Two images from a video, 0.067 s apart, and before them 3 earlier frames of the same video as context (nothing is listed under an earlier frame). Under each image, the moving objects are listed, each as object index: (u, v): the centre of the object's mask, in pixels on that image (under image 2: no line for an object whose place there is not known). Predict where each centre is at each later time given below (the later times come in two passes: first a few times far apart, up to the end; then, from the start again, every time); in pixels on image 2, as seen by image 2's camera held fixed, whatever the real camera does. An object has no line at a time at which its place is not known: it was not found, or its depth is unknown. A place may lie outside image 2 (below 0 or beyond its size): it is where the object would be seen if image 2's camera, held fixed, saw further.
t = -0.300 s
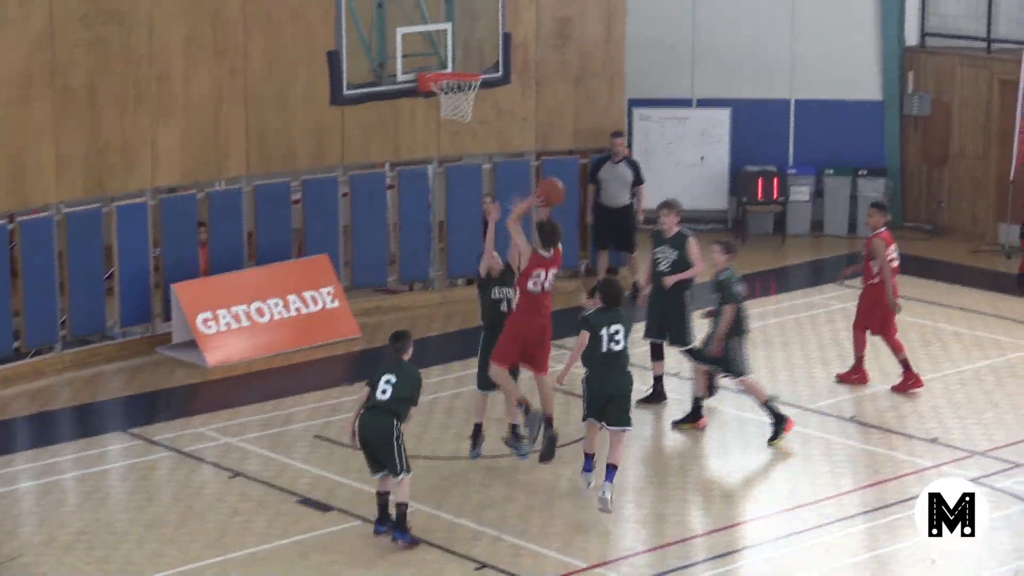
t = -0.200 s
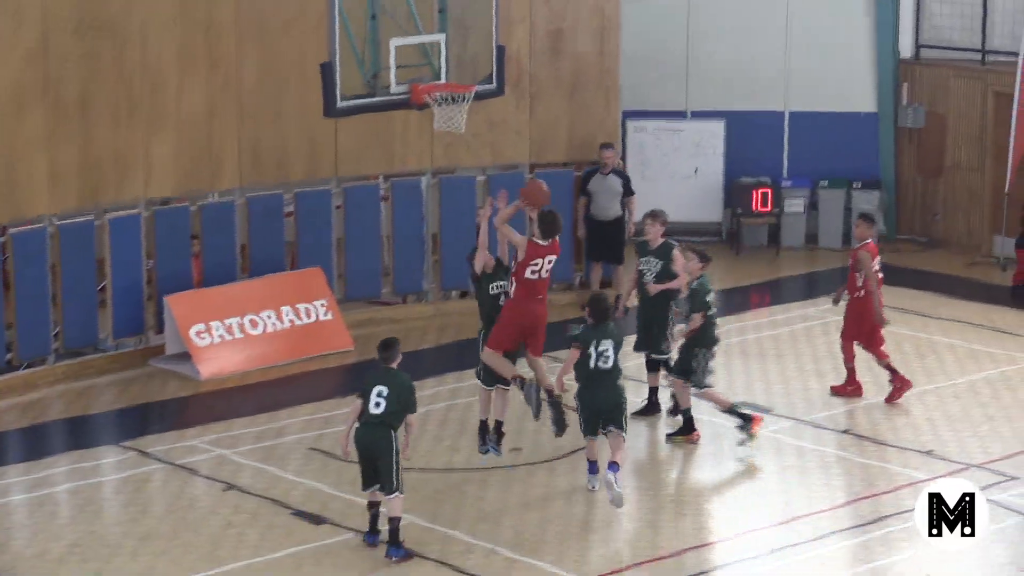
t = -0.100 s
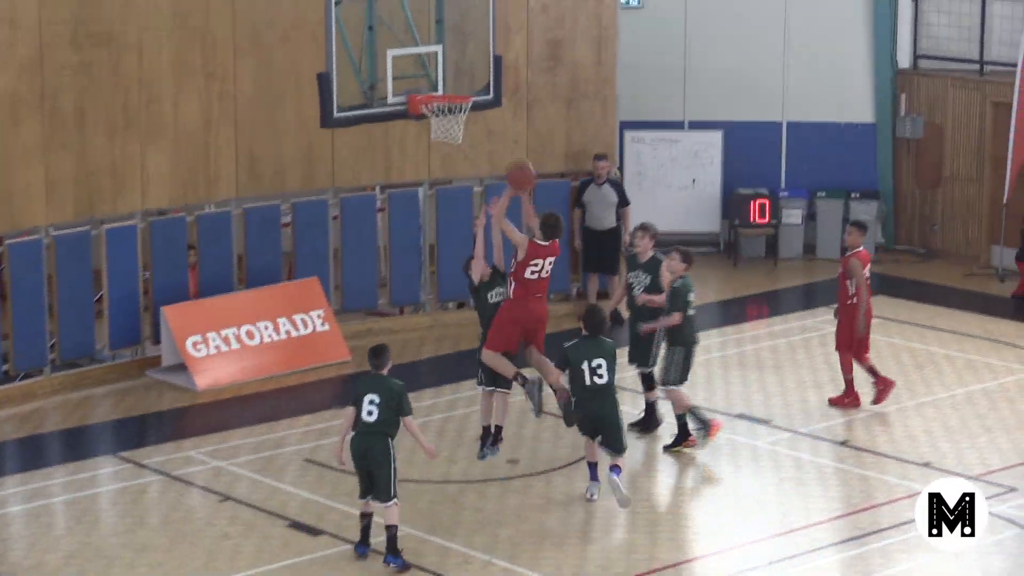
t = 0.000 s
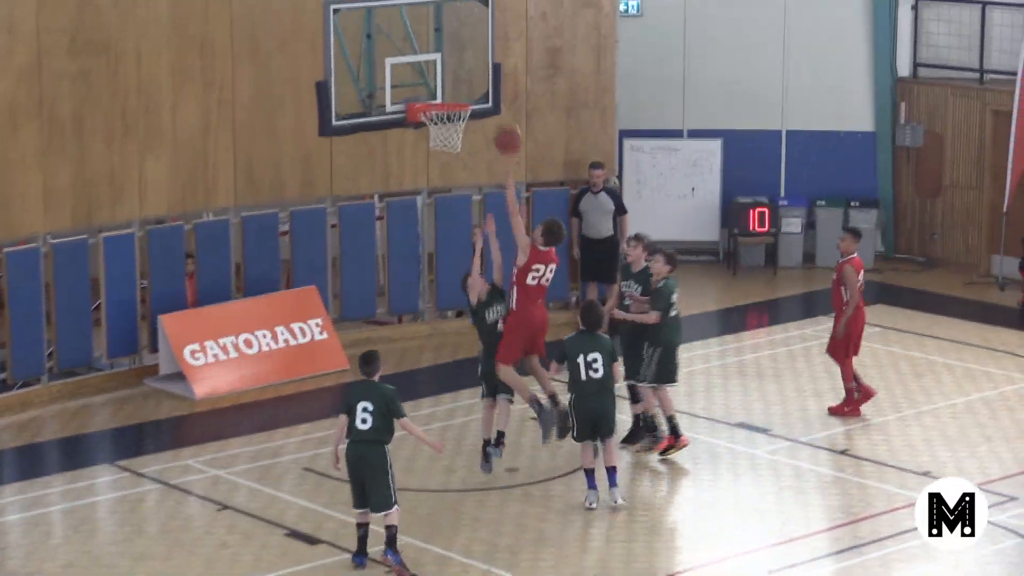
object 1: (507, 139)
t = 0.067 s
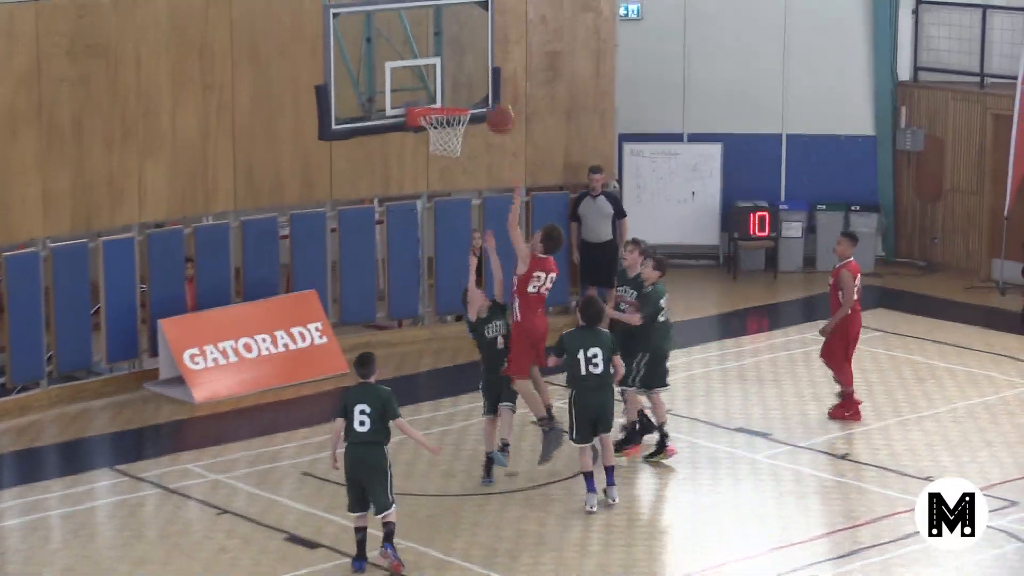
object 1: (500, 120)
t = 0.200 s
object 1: (483, 84)
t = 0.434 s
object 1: (456, 75)
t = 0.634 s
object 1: (438, 79)
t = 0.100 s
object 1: (497, 107)
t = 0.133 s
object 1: (491, 98)
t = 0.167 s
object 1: (487, 90)
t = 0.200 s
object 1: (483, 84)
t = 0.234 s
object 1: (479, 78)
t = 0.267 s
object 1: (474, 75)
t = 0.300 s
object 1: (471, 72)
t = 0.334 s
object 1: (467, 71)
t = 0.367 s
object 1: (463, 71)
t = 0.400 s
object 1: (460, 72)
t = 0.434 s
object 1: (456, 75)
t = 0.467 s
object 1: (453, 79)
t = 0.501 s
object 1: (449, 84)
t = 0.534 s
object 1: (446, 90)
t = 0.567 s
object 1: (443, 95)
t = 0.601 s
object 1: (440, 87)
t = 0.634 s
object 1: (438, 79)
